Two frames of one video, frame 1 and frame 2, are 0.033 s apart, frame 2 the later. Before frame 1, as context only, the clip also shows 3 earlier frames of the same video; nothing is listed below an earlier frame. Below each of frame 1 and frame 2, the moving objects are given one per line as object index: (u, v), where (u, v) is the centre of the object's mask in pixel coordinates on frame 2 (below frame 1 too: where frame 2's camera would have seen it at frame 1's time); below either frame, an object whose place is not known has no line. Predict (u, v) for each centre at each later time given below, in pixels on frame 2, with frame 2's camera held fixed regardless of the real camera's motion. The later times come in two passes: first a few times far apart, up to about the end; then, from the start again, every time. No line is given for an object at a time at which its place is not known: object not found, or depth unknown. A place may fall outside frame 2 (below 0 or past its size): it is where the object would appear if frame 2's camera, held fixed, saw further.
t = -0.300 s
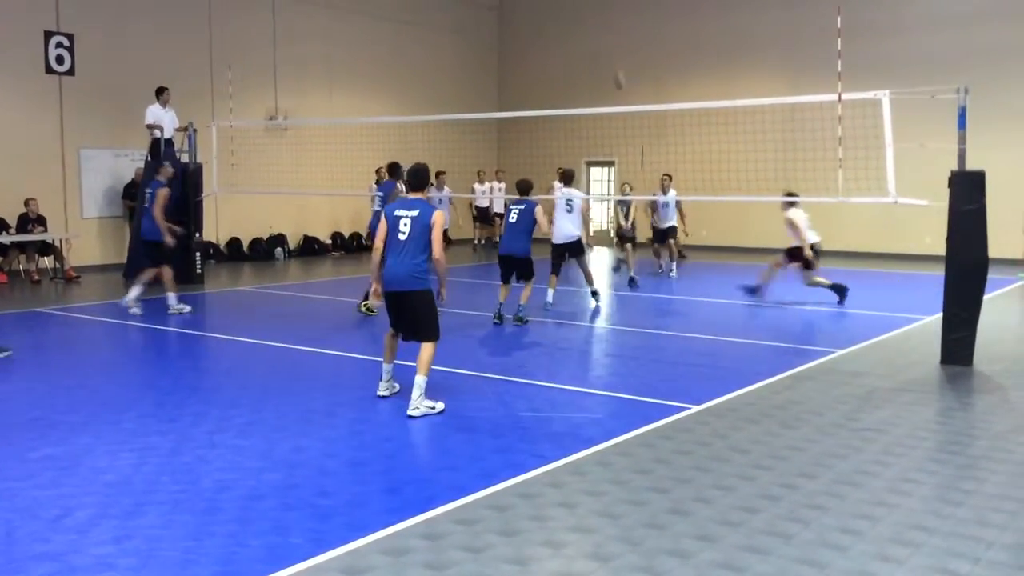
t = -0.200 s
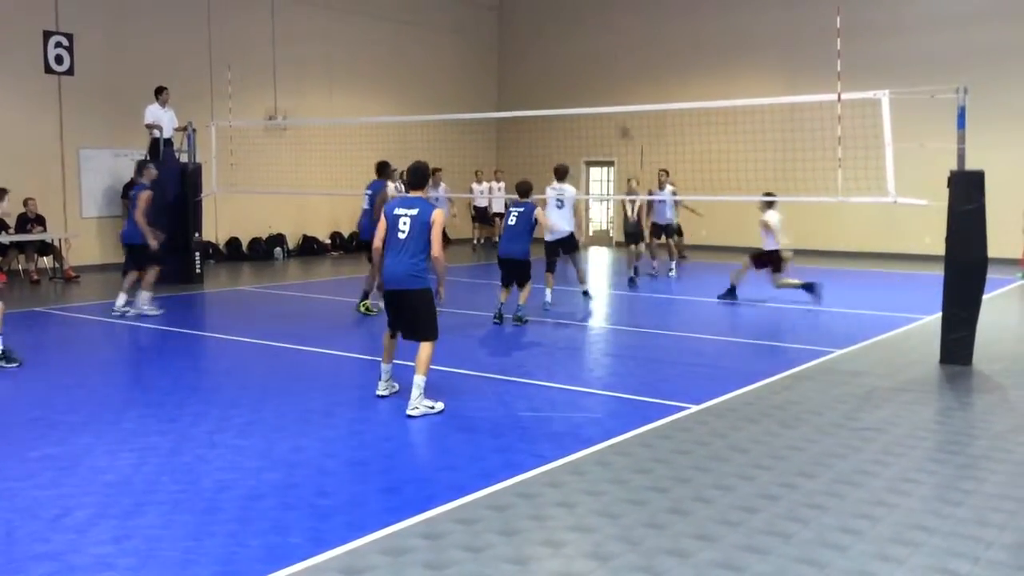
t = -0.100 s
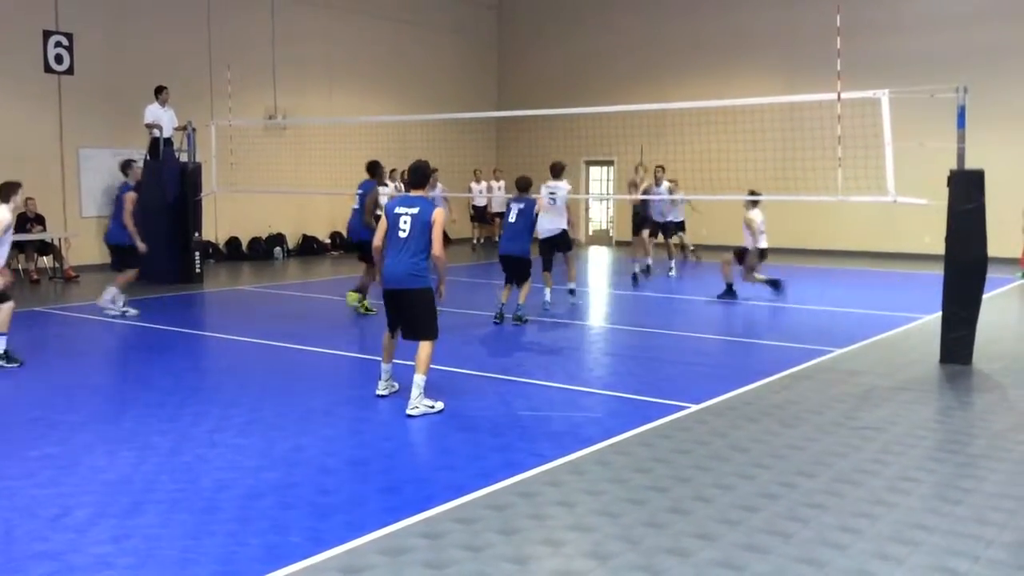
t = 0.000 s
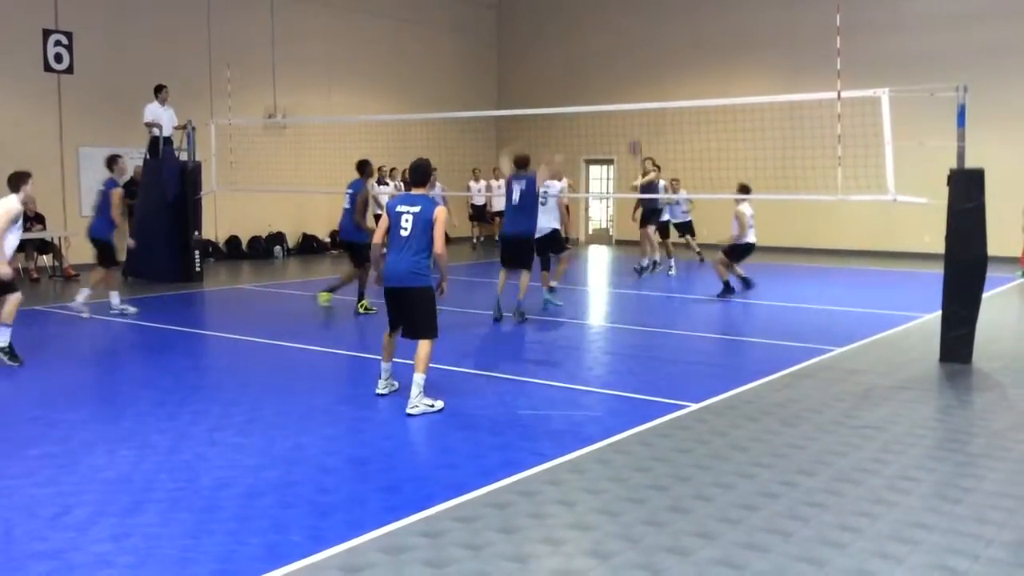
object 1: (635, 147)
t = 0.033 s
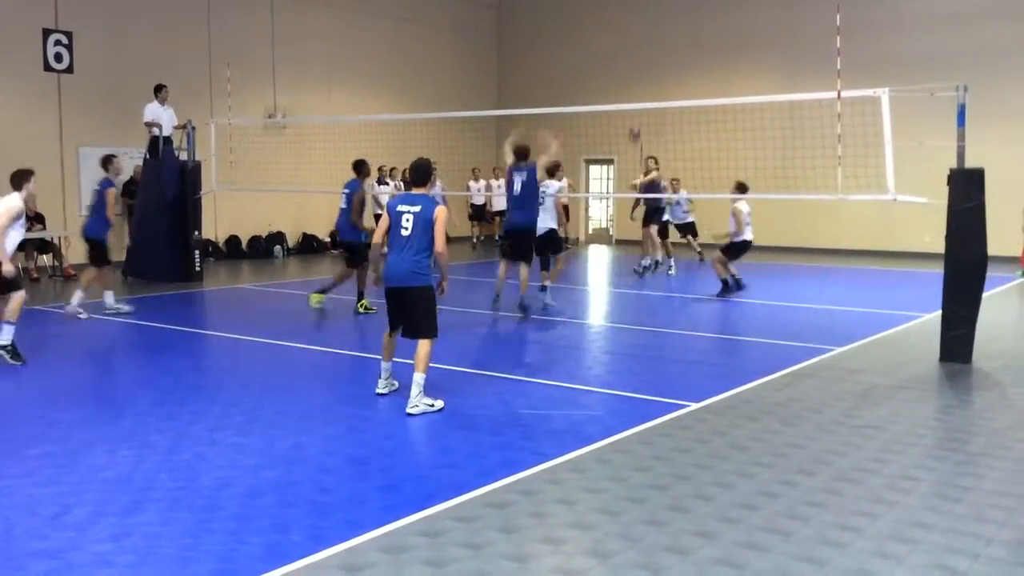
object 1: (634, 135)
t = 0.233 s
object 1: (638, 62)
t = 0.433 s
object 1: (634, 24)
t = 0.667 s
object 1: (631, 13)
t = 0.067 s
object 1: (634, 121)
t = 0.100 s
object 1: (634, 113)
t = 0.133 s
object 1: (634, 98)
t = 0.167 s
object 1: (636, 82)
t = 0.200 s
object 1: (634, 77)
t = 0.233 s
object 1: (638, 62)
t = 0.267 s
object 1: (635, 56)
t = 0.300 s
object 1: (636, 48)
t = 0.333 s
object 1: (636, 42)
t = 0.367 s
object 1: (634, 34)
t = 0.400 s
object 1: (634, 26)
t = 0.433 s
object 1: (634, 24)
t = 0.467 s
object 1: (634, 16)
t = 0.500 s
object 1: (634, 15)
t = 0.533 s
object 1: (633, 13)
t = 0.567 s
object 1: (632, 11)
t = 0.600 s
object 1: (633, 11)
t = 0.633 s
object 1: (631, 10)
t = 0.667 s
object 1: (631, 13)
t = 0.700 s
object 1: (630, 14)
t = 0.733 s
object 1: (630, 18)
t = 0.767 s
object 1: (628, 23)
